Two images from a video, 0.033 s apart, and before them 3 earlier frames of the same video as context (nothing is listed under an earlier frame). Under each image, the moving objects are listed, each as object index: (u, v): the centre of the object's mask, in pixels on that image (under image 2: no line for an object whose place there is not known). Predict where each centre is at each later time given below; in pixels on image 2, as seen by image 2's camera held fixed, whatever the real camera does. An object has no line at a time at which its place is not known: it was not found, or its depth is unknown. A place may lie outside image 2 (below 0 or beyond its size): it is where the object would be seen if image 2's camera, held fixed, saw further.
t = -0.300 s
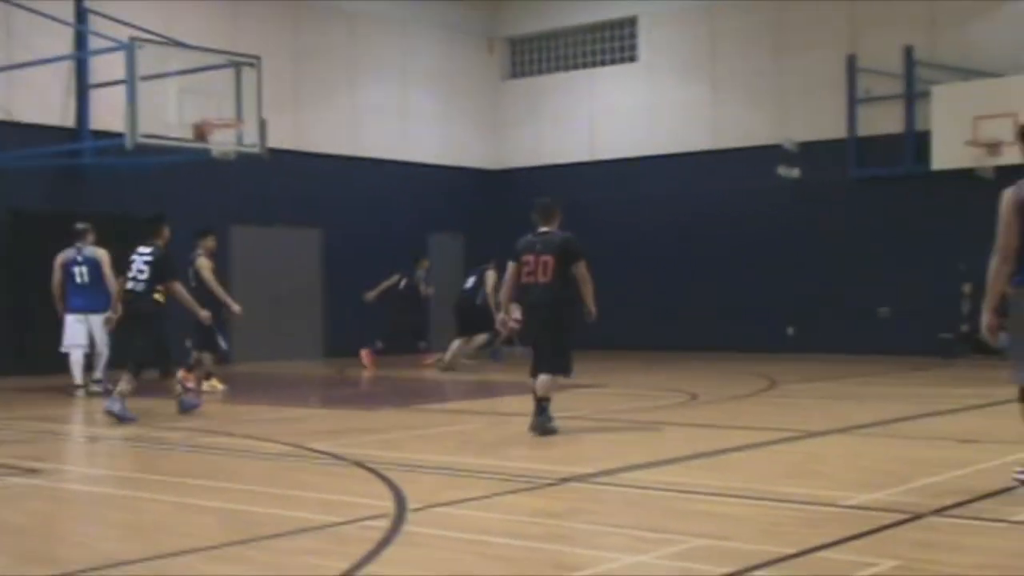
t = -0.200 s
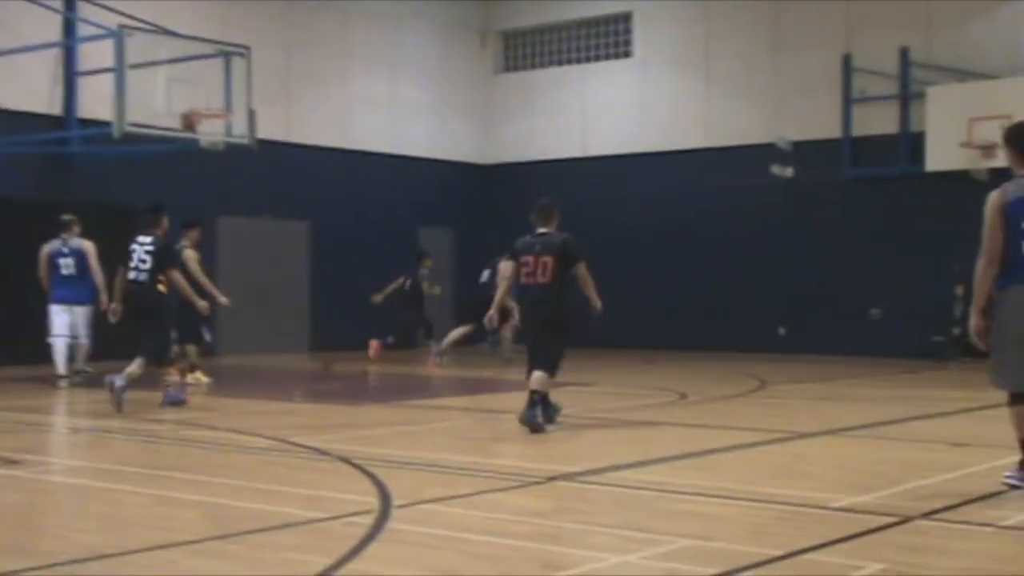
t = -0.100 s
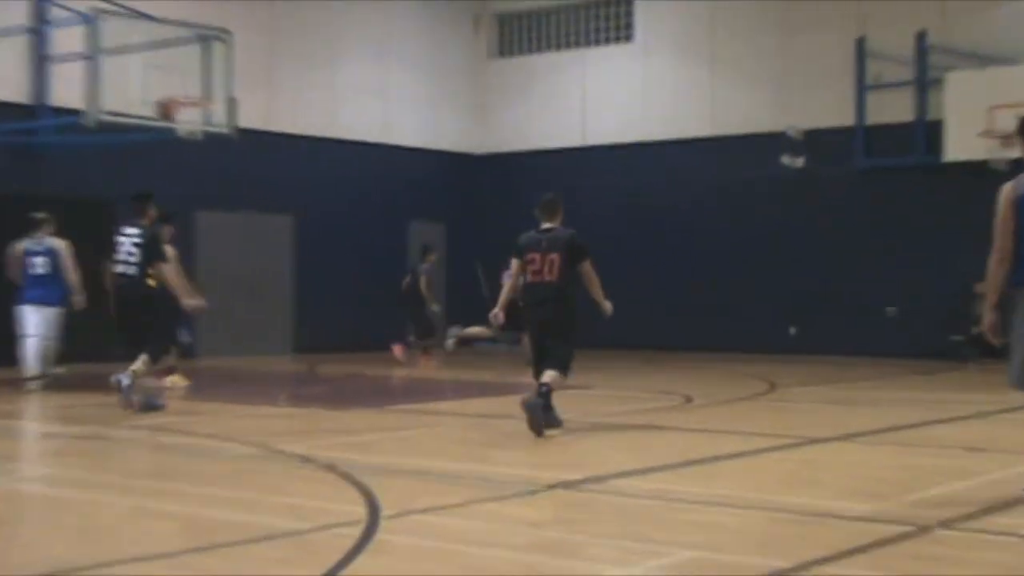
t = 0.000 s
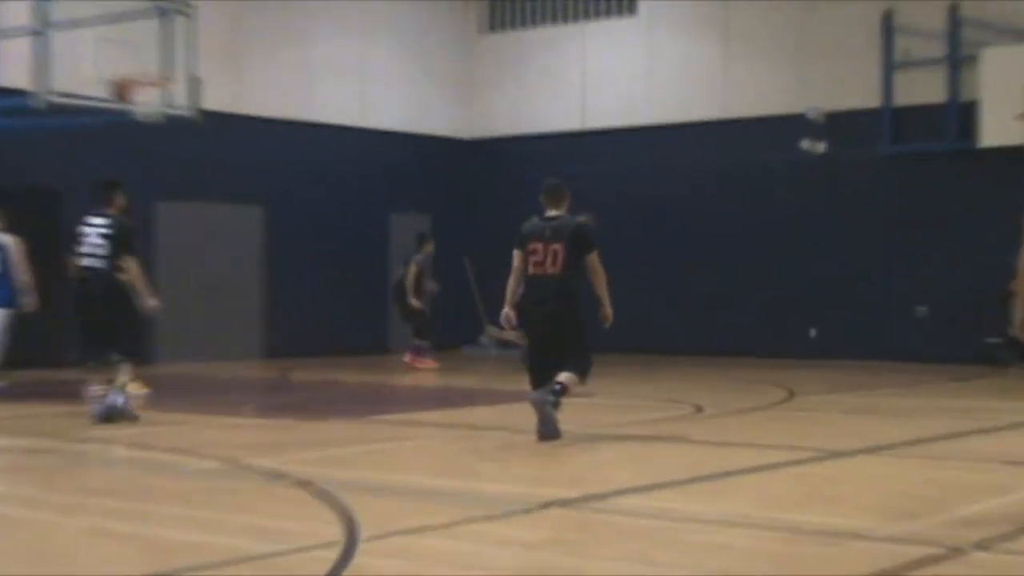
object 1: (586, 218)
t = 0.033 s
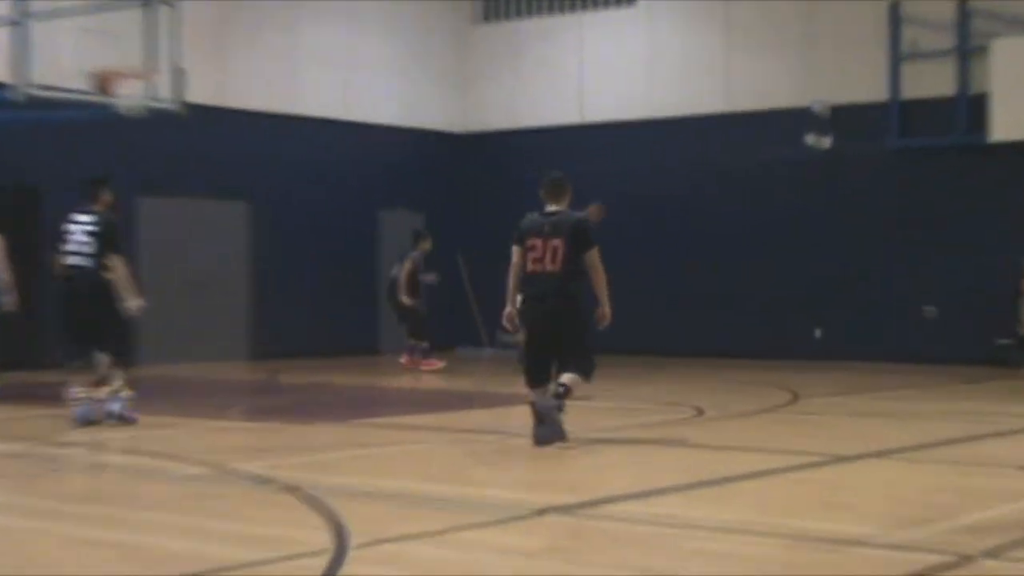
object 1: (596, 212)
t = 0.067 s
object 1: (605, 202)
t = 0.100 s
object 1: (616, 189)
